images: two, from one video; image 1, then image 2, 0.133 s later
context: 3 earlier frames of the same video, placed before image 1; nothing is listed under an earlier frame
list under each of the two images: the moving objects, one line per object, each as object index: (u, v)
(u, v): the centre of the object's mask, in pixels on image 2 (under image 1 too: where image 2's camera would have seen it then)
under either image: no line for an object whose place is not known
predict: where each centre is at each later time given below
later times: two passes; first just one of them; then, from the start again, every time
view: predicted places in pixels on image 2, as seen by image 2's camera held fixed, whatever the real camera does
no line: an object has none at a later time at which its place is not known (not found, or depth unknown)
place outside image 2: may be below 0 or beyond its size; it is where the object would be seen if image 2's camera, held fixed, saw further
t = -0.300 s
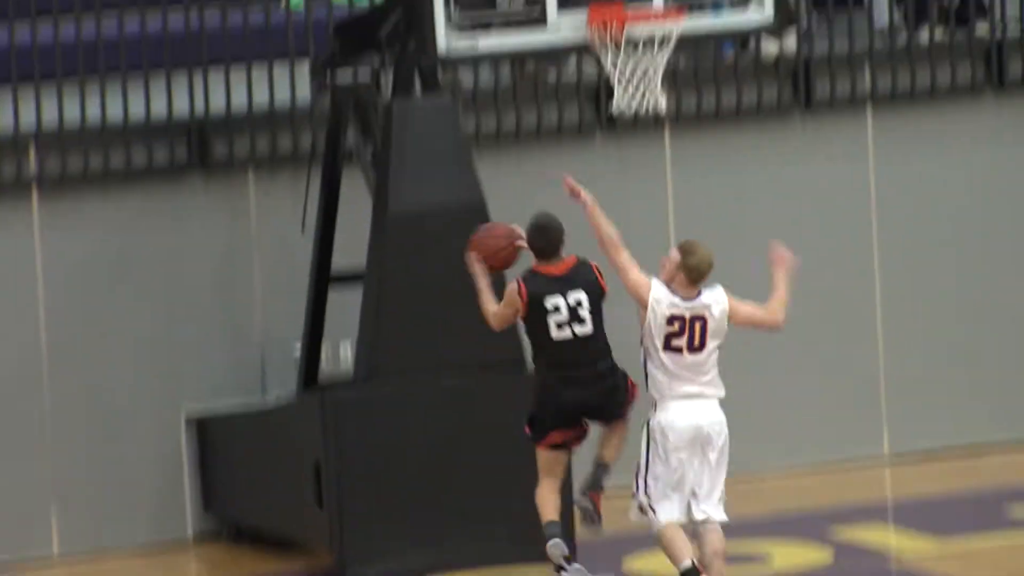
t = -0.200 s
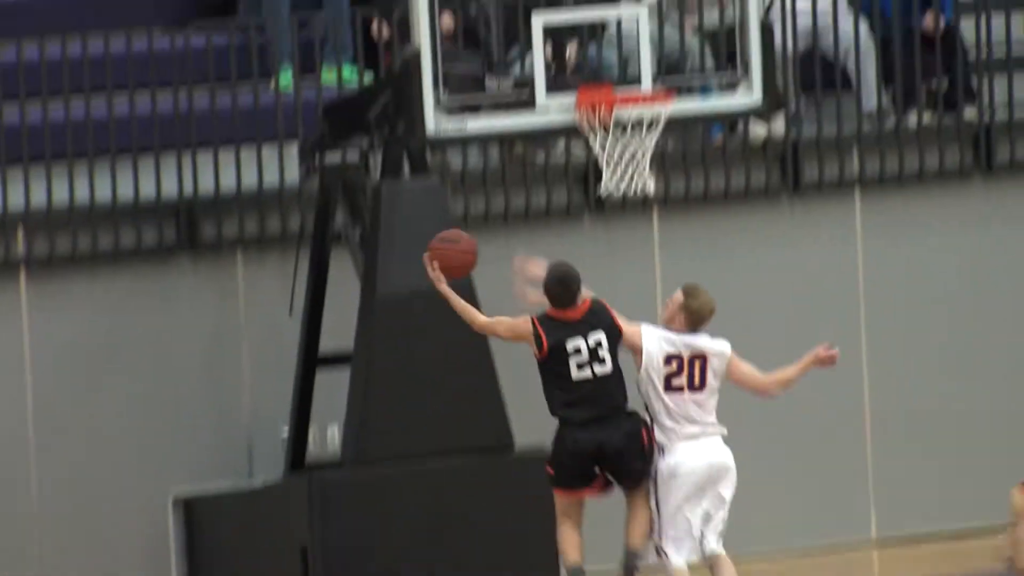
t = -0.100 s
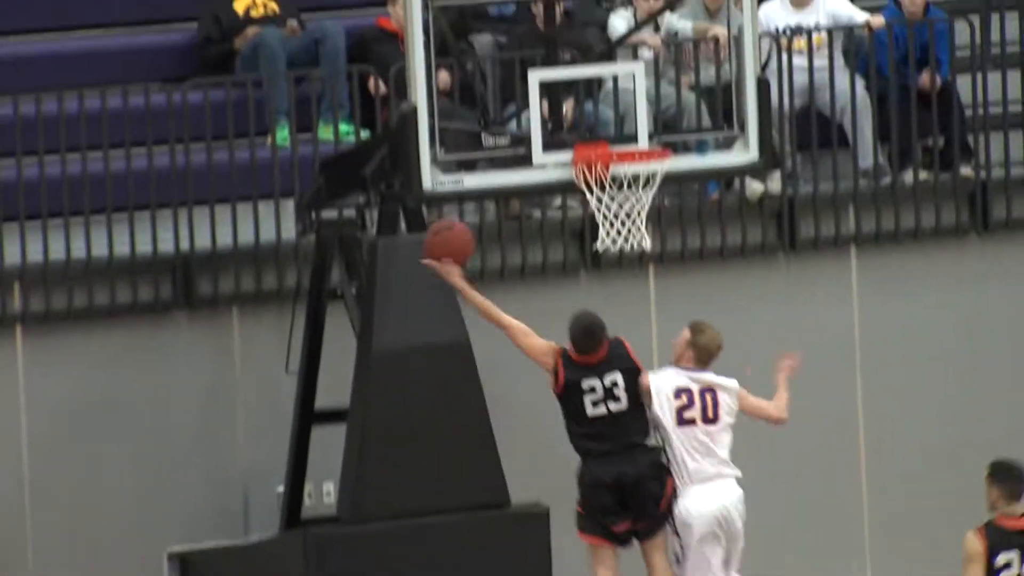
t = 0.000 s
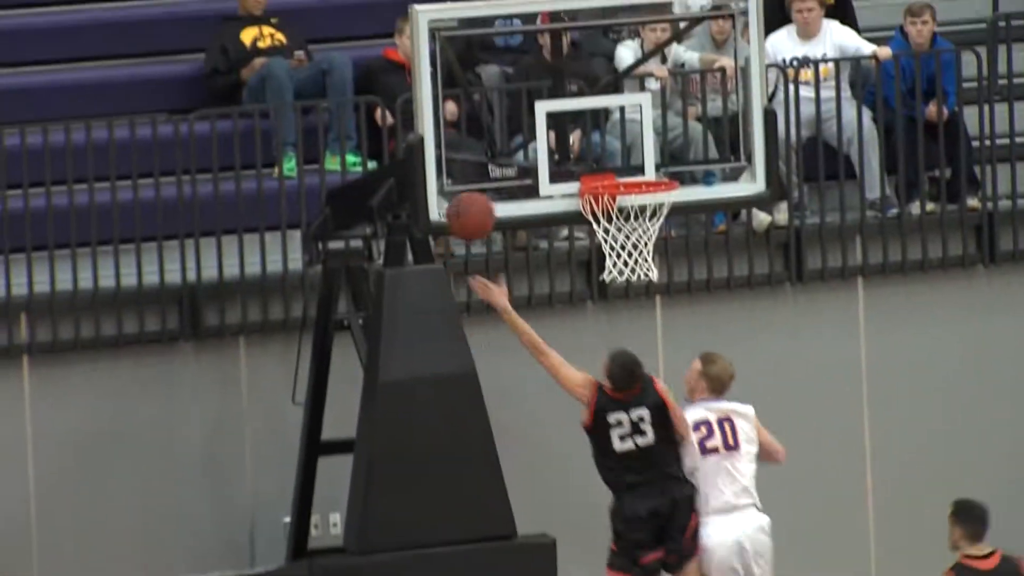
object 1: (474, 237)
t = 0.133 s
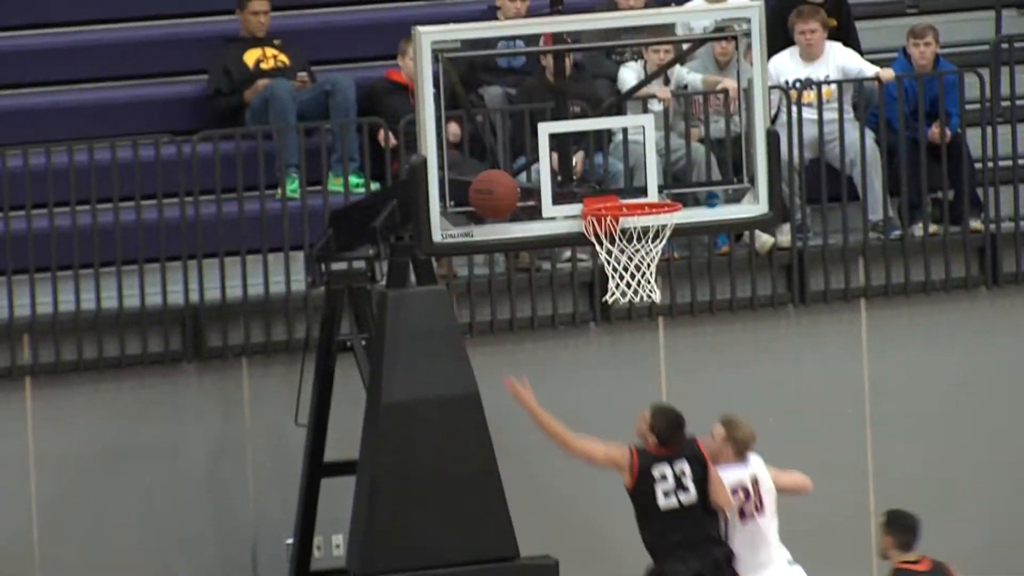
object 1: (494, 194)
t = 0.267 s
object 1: (523, 185)
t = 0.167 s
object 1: (499, 189)
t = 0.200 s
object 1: (505, 186)
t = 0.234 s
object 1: (514, 185)
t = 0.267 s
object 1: (523, 185)
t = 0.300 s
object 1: (533, 188)
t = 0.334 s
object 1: (543, 193)
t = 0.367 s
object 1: (553, 200)
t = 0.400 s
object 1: (558, 208)
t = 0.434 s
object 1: (550, 213)
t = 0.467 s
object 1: (542, 219)
